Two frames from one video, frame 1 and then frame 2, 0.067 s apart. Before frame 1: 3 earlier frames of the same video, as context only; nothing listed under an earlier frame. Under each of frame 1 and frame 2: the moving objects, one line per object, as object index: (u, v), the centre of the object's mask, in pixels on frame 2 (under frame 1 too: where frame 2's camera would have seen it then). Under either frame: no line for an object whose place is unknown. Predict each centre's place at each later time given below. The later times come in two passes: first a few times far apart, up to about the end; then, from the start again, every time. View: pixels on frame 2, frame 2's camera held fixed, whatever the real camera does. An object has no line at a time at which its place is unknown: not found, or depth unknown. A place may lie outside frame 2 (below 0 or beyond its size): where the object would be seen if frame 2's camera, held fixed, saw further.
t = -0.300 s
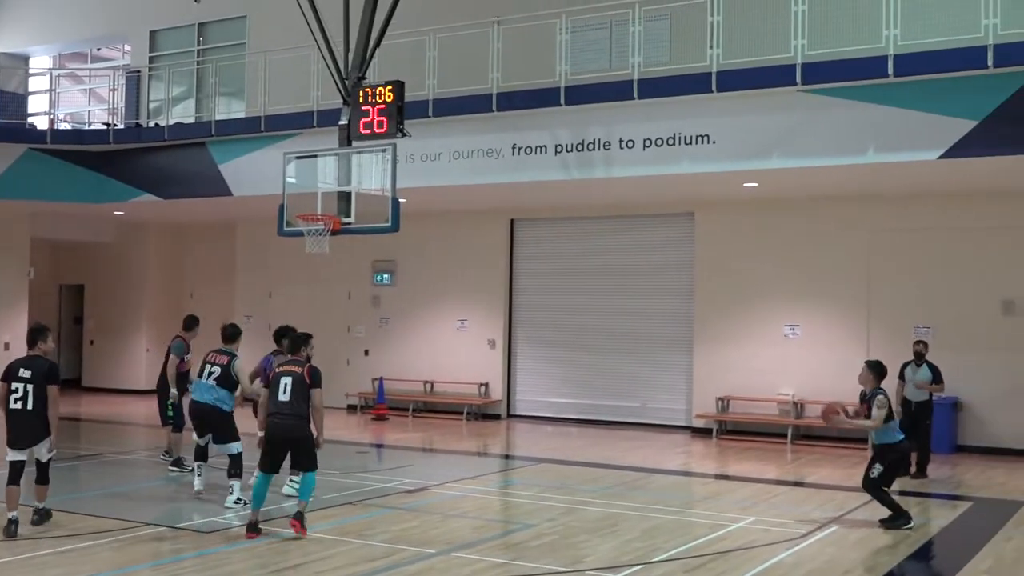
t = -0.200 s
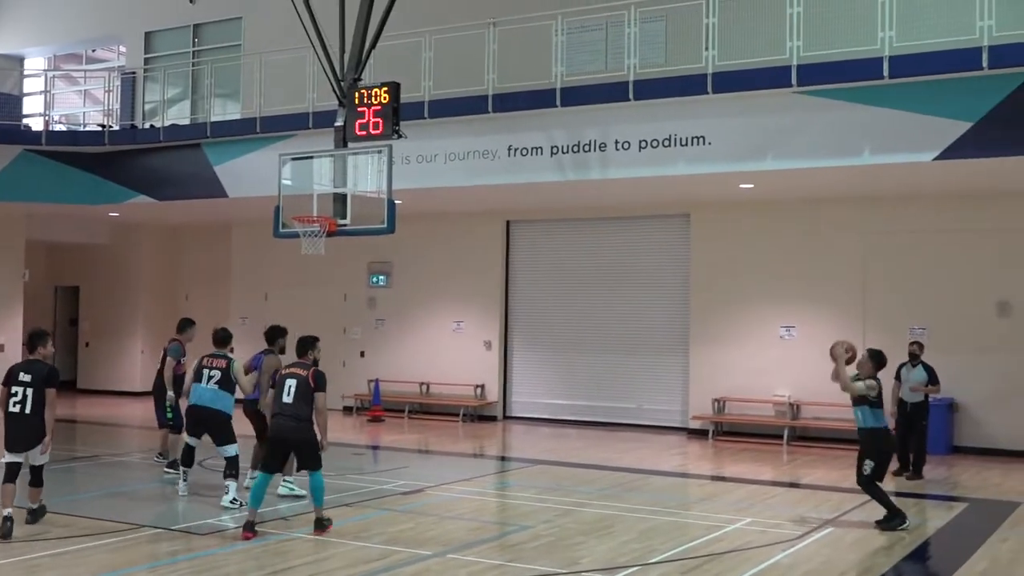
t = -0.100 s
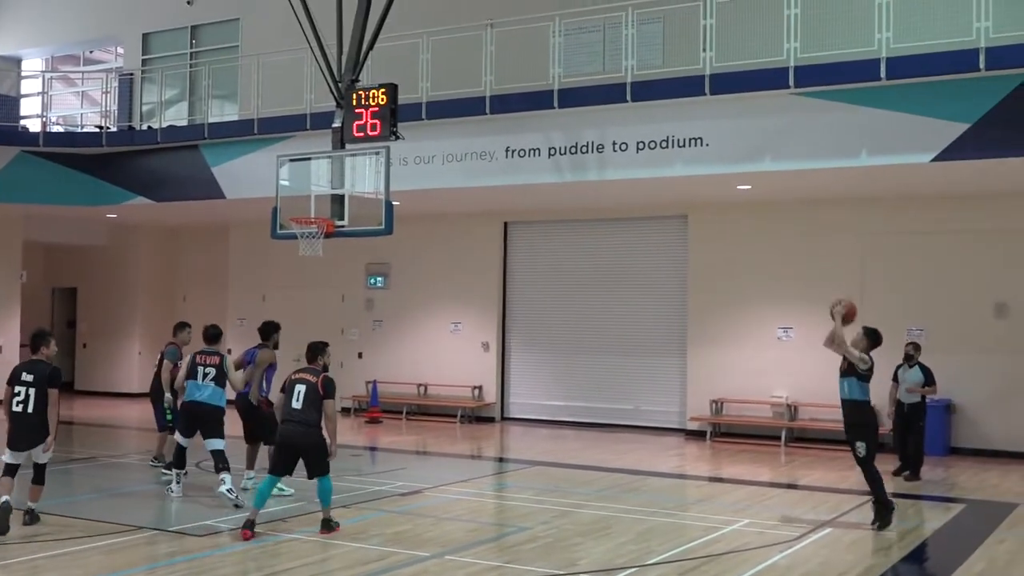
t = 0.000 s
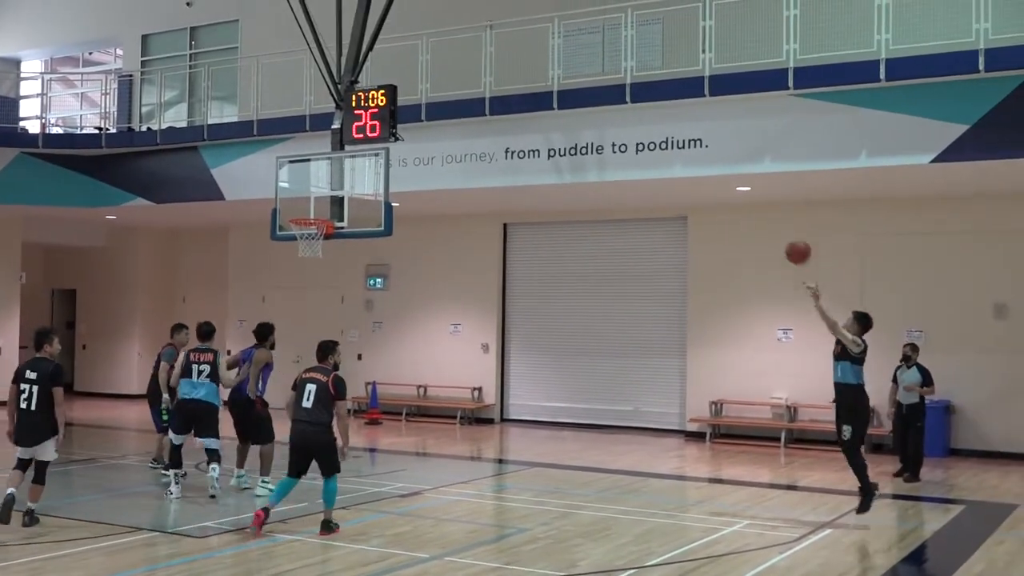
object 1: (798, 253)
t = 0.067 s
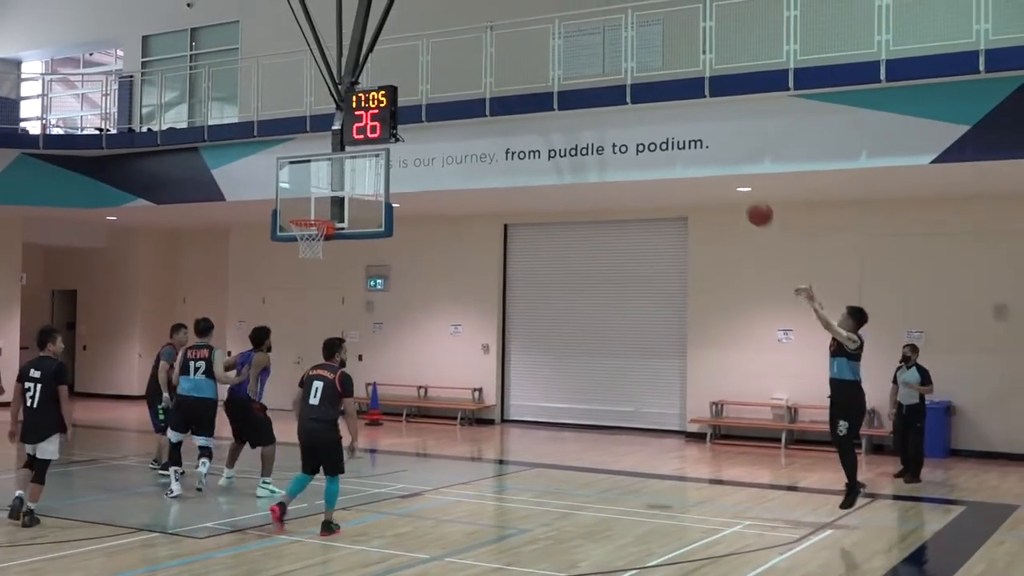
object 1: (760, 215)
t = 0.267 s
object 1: (653, 133)
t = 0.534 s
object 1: (533, 94)
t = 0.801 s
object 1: (427, 118)
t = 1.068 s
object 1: (335, 194)
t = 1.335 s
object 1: (247, 207)
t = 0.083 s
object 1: (751, 205)
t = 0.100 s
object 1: (741, 197)
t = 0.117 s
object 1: (731, 189)
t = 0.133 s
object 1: (723, 182)
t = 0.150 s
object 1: (714, 174)
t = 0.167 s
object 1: (705, 167)
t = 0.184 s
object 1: (696, 161)
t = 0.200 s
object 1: (688, 155)
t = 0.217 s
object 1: (678, 149)
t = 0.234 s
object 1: (671, 143)
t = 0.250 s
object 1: (662, 138)
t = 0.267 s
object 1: (653, 133)
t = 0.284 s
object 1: (645, 129)
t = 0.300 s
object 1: (637, 124)
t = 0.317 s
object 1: (629, 120)
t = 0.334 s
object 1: (621, 116)
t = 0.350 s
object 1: (613, 113)
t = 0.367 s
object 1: (605, 110)
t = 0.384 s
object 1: (598, 107)
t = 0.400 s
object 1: (590, 104)
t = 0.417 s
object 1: (583, 102)
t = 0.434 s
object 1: (576, 100)
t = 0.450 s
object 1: (568, 98)
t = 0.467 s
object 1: (560, 98)
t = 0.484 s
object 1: (554, 97)
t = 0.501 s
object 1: (546, 96)
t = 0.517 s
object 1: (540, 95)
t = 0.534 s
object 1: (533, 94)
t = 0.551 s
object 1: (525, 95)
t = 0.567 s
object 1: (518, 95)
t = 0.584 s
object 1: (511, 95)
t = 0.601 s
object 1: (504, 95)
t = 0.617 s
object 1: (498, 96)
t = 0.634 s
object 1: (491, 98)
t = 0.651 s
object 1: (484, 98)
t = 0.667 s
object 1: (477, 99)
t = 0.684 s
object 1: (470, 101)
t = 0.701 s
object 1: (464, 102)
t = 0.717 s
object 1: (458, 104)
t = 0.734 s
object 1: (452, 105)
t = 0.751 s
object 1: (443, 109)
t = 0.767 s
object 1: (439, 113)
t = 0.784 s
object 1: (433, 115)
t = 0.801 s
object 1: (427, 118)
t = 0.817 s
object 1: (420, 122)
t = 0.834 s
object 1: (414, 126)
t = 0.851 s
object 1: (408, 129)
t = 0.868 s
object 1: (402, 133)
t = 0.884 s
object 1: (397, 137)
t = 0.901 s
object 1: (391, 142)
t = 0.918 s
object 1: (385, 147)
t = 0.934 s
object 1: (379, 151)
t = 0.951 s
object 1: (373, 155)
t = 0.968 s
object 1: (368, 160)
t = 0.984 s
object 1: (361, 165)
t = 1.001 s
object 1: (356, 171)
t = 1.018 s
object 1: (351, 176)
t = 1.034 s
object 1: (345, 182)
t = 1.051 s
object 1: (341, 188)
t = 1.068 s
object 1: (335, 194)
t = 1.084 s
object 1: (329, 201)
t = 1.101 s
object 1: (323, 206)
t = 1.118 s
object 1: (319, 212)
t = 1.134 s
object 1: (314, 214)
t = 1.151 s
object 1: (309, 213)
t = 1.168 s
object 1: (303, 211)
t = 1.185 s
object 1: (297, 211)
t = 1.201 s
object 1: (292, 210)
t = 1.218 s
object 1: (286, 208)
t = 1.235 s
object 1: (280, 208)
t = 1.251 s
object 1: (275, 207)
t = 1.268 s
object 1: (268, 207)
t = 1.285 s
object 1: (264, 206)
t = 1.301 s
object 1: (258, 207)
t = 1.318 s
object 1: (252, 207)
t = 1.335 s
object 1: (247, 207)
